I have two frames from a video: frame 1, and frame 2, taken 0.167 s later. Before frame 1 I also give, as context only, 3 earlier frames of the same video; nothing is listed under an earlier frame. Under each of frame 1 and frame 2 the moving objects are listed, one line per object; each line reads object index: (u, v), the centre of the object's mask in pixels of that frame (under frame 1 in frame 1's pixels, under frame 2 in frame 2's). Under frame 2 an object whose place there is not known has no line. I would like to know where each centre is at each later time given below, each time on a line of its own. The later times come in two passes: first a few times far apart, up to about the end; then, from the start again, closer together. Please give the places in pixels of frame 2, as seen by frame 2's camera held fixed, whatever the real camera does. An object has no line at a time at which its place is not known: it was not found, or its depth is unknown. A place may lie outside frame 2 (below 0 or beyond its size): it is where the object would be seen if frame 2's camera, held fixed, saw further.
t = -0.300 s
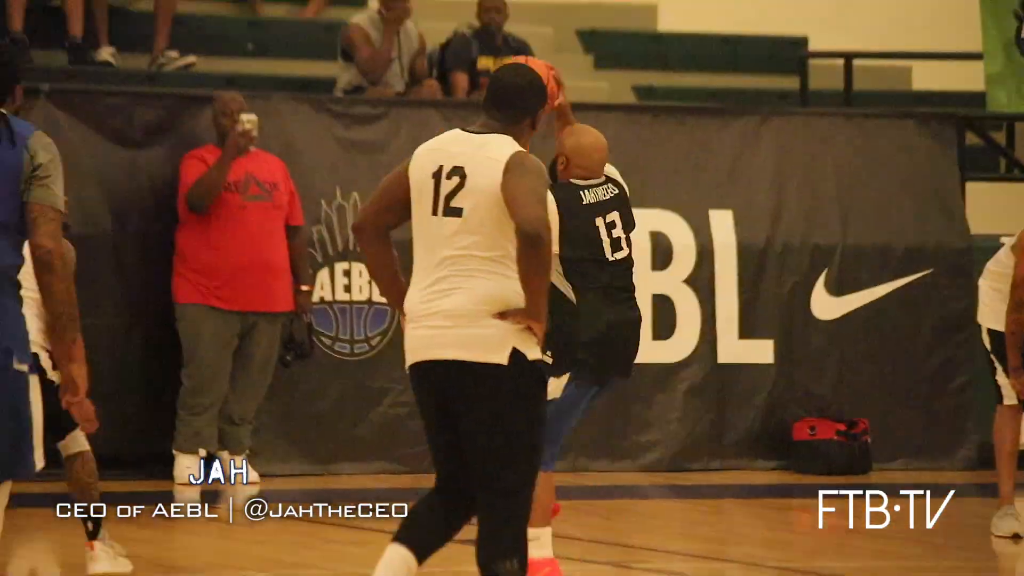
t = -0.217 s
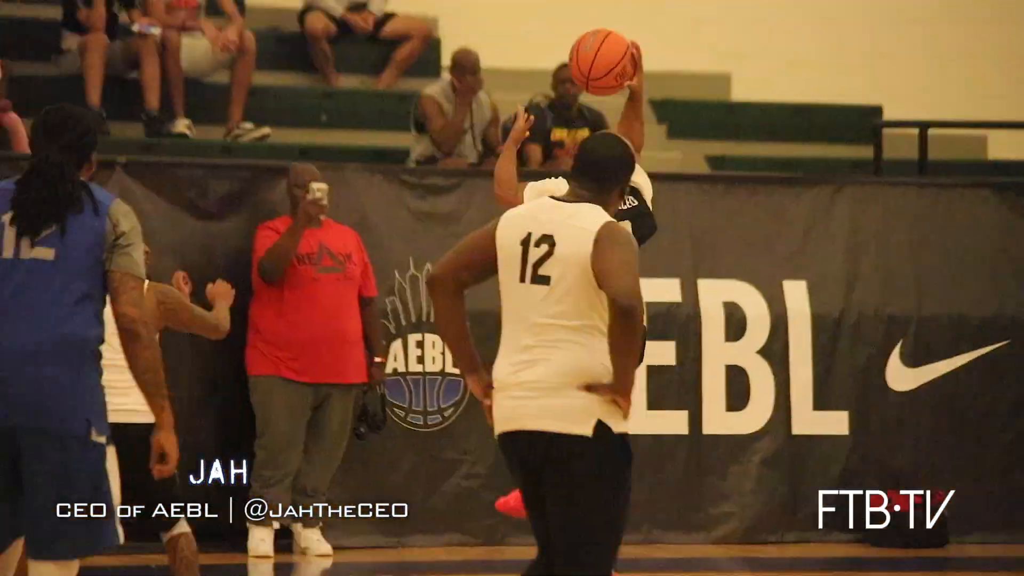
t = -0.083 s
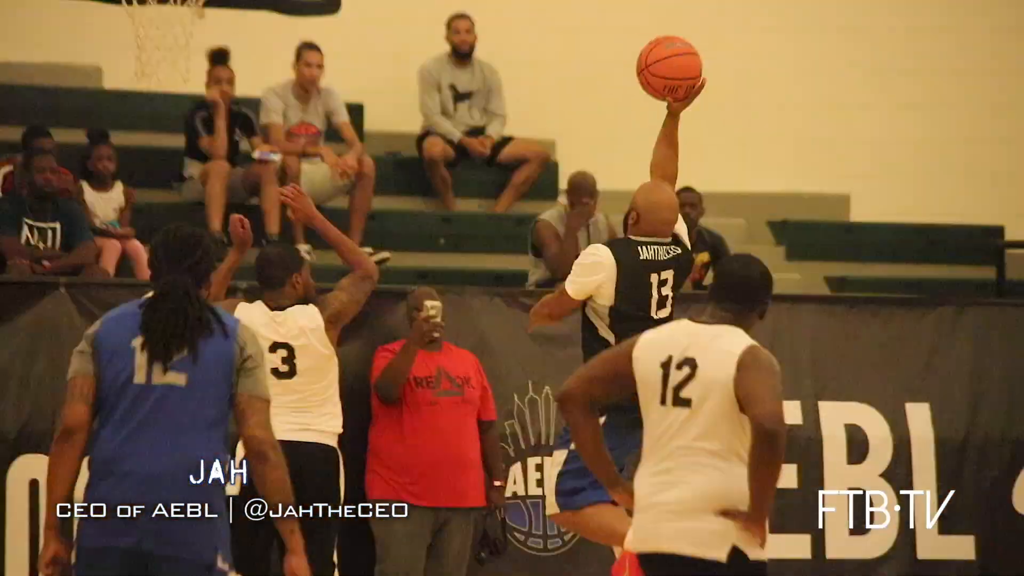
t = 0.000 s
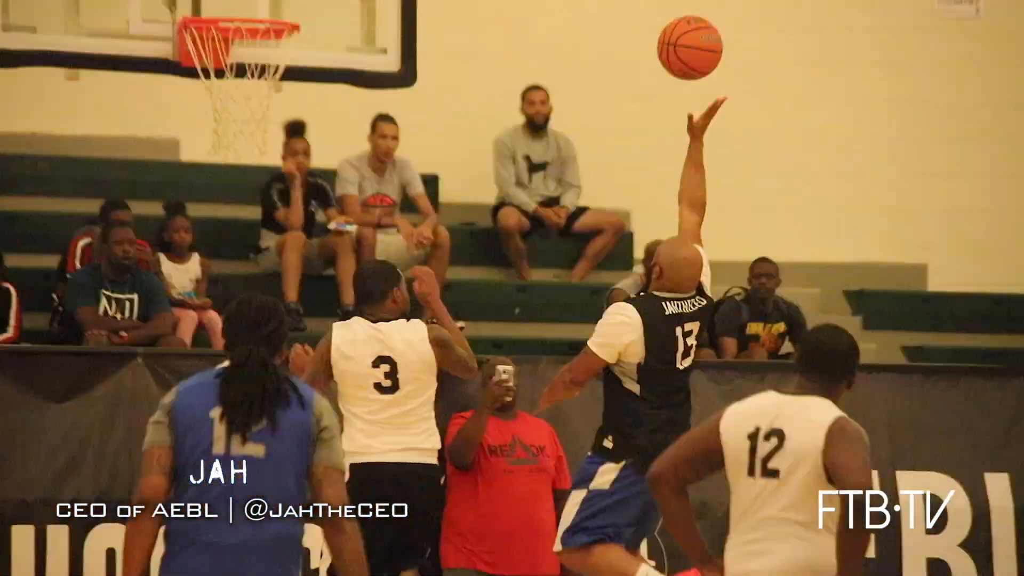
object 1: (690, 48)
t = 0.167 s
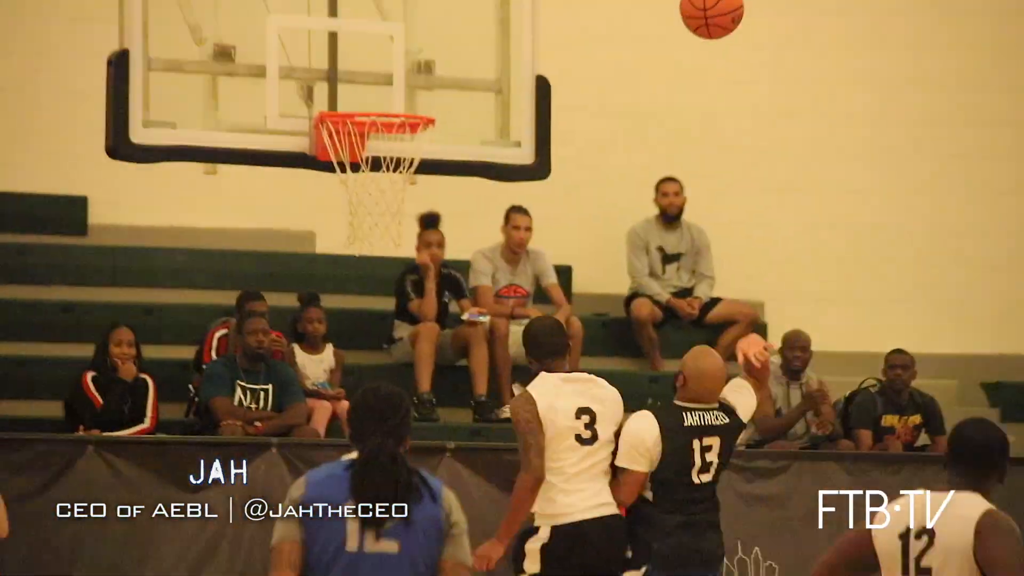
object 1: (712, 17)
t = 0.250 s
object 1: (659, -21)
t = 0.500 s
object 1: (507, -35)
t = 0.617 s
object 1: (435, 19)
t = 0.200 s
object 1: (690, 1)
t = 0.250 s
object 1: (659, -21)
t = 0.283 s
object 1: (638, -32)
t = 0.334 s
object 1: (608, -47)
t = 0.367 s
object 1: (588, -54)
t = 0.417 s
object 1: (557, -52)
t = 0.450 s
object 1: (537, -47)
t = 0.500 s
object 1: (507, -35)
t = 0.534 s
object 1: (486, -23)
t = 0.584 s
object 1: (455, 1)
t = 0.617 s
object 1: (435, 19)
